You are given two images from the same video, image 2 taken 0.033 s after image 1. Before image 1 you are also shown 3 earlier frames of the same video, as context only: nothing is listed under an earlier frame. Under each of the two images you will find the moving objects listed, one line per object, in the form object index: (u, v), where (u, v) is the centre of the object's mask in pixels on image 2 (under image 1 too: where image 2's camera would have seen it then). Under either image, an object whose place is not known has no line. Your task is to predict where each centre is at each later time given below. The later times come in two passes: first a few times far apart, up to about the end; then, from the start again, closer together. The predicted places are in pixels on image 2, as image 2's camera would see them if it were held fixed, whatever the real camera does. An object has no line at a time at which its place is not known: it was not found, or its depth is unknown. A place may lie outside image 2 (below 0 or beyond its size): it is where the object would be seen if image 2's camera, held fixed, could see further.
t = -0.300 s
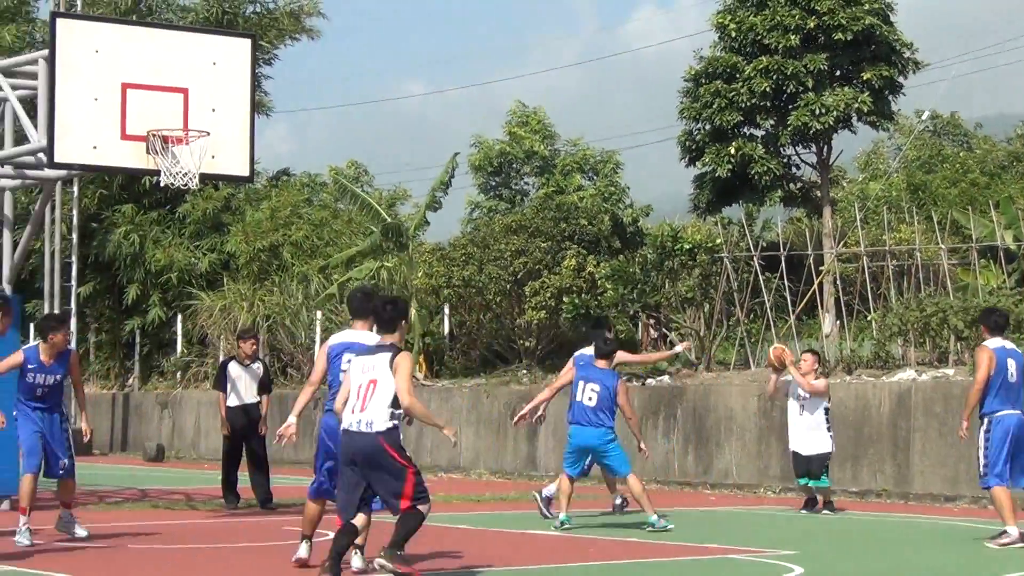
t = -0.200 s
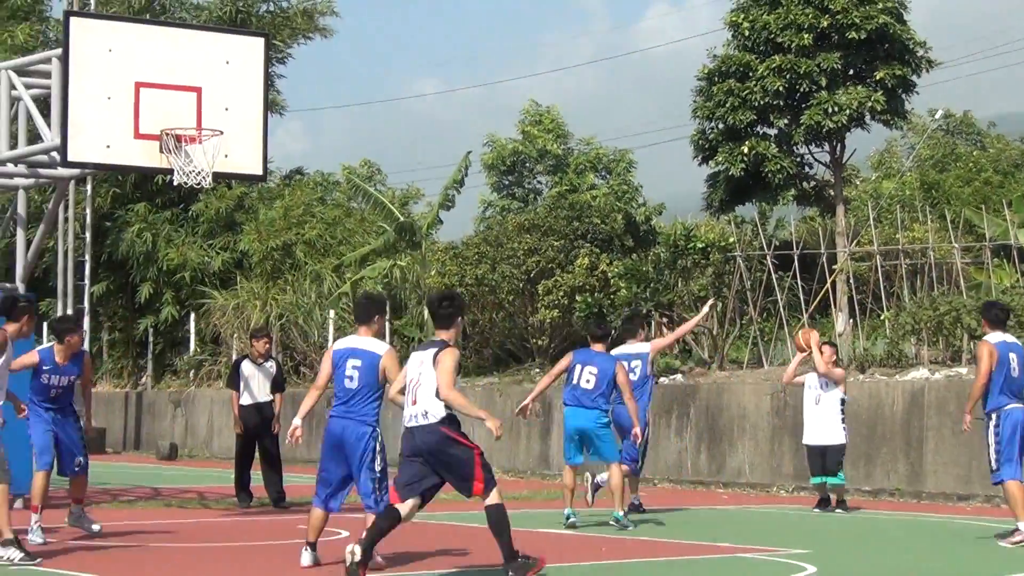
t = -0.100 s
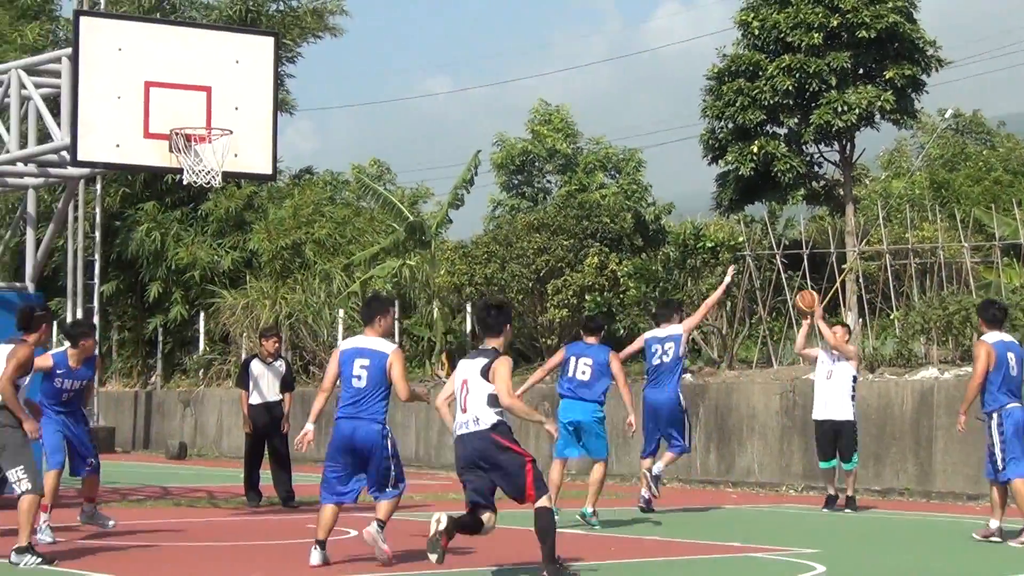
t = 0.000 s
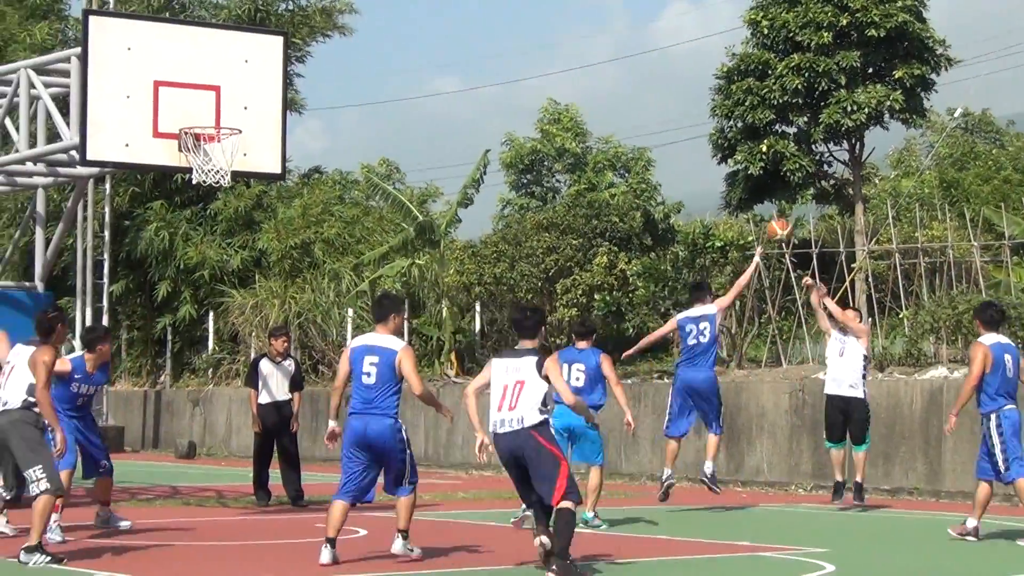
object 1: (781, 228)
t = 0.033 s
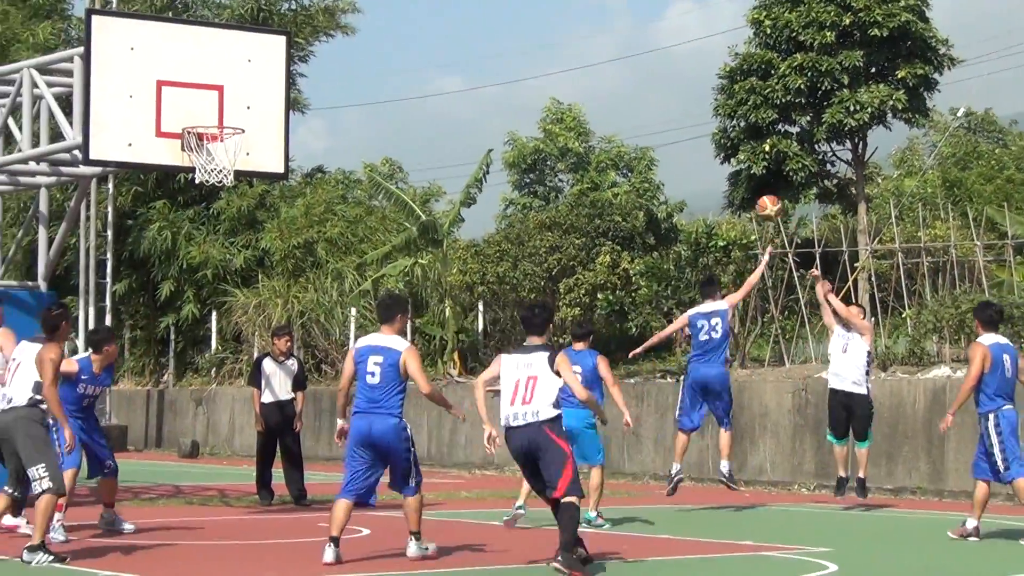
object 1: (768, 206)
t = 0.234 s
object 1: (685, 97)
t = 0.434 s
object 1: (597, 25)
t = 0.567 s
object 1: (536, 8)
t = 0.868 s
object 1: (387, 18)
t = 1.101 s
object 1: (260, 110)
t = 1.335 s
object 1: (259, 48)
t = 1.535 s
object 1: (268, 30)
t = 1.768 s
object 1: (278, 78)
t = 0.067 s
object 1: (755, 187)
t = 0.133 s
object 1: (727, 148)
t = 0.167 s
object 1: (713, 130)
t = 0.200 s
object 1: (699, 114)
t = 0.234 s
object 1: (685, 97)
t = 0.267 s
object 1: (670, 83)
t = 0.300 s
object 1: (656, 69)
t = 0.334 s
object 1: (641, 56)
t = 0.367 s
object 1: (627, 45)
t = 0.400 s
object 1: (611, 34)
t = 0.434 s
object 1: (597, 25)
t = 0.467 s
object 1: (581, 17)
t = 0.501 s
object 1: (566, 13)
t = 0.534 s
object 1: (551, 10)
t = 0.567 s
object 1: (536, 8)
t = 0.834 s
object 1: (404, 14)
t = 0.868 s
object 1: (387, 18)
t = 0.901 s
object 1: (369, 25)
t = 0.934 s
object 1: (352, 36)
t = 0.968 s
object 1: (334, 47)
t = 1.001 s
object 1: (316, 60)
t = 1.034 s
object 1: (297, 76)
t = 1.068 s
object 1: (279, 92)
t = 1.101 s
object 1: (260, 110)
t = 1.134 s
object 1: (250, 116)
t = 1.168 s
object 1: (251, 102)
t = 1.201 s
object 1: (253, 89)
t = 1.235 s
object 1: (254, 76)
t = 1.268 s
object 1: (256, 66)
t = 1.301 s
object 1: (257, 56)
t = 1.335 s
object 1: (259, 48)
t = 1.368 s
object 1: (260, 42)
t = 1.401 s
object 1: (262, 37)
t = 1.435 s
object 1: (264, 33)
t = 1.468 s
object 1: (264, 31)
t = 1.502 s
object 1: (266, 30)
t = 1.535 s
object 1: (268, 30)
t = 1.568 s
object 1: (269, 32)
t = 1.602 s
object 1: (271, 36)
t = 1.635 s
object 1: (272, 41)
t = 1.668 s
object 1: (274, 48)
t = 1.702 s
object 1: (275, 56)
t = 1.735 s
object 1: (276, 66)
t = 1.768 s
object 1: (278, 78)
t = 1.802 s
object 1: (279, 90)
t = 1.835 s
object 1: (280, 104)
